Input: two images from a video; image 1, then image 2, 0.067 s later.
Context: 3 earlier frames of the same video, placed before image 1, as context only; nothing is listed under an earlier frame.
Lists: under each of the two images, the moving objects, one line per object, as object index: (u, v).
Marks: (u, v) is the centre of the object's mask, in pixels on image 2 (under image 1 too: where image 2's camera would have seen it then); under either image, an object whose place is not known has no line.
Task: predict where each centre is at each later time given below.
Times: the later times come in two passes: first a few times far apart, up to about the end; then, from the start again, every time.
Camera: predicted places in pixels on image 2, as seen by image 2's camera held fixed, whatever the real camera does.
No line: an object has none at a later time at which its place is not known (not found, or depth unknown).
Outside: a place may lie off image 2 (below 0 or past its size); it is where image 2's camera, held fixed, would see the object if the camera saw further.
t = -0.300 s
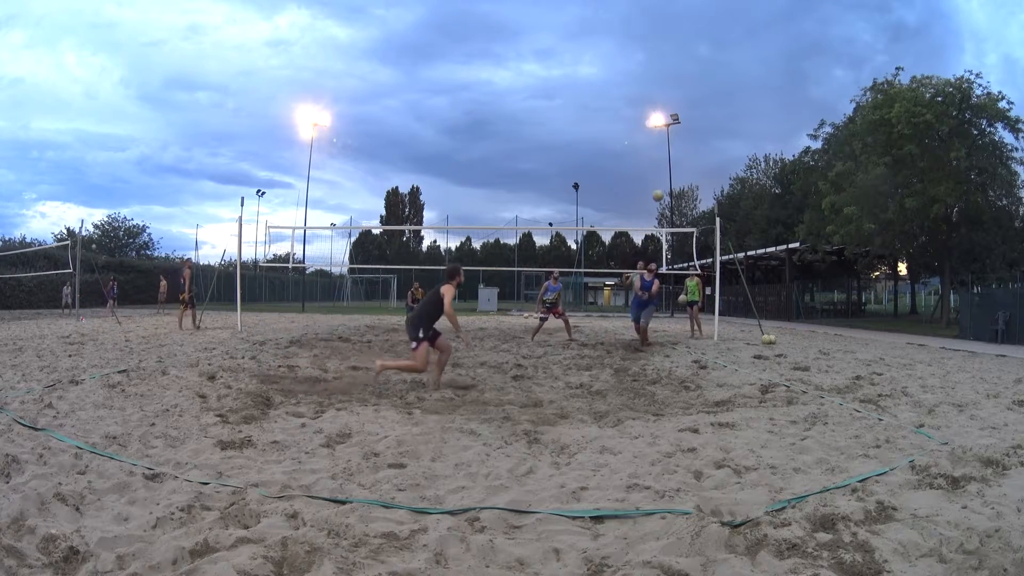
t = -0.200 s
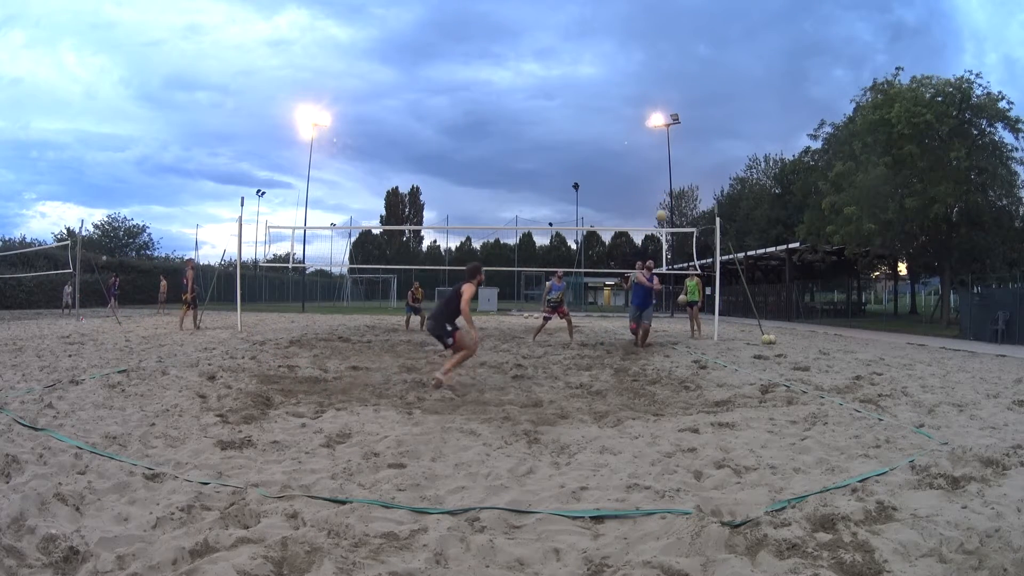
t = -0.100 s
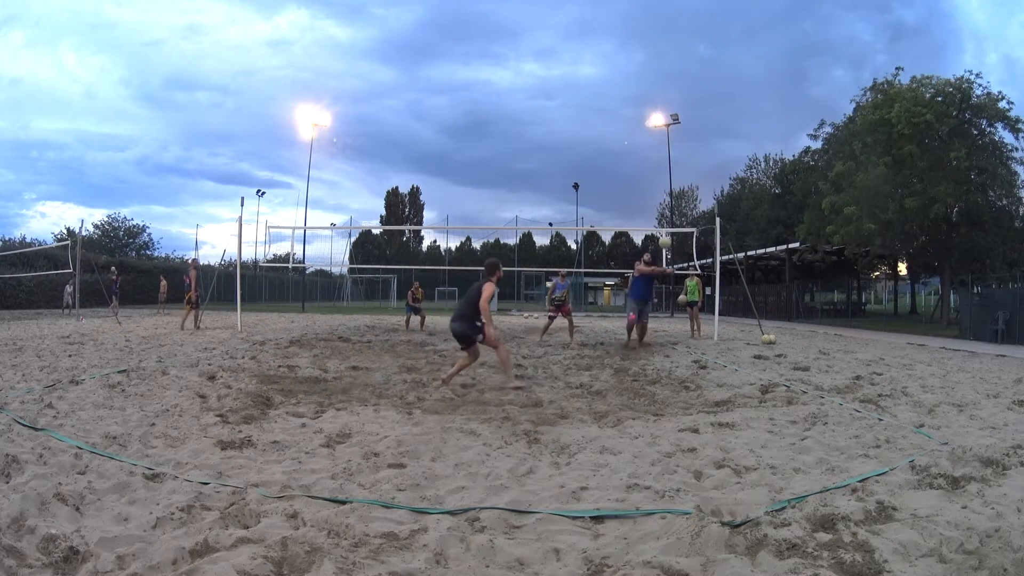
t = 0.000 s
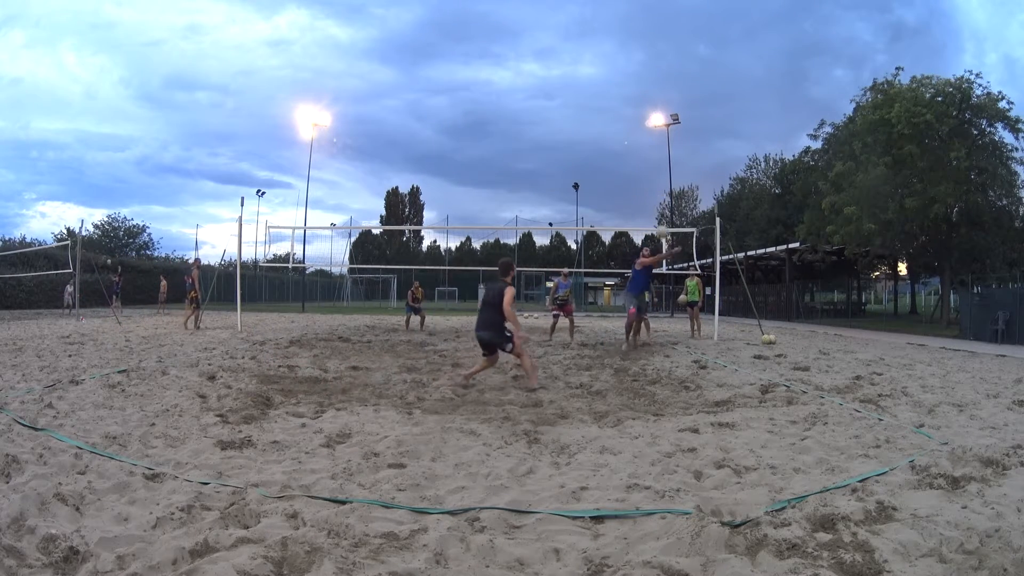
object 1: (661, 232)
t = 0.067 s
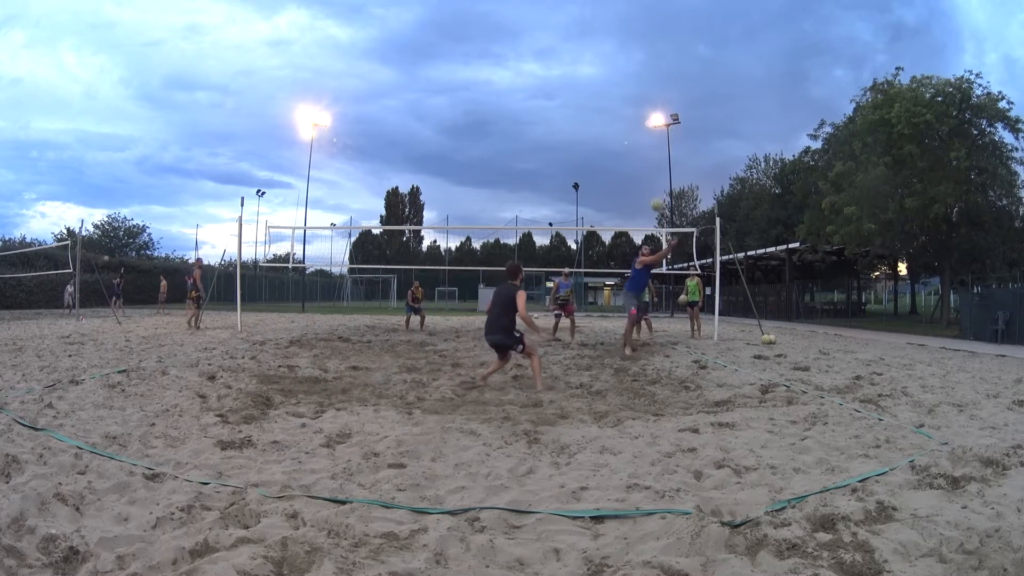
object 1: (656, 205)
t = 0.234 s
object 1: (642, 147)
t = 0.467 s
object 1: (621, 91)
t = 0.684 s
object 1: (599, 63)
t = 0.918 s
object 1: (574, 63)
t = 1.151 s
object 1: (546, 101)
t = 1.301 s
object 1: (526, 155)
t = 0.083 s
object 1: (656, 199)
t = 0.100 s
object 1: (654, 192)
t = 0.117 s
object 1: (653, 186)
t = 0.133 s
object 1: (651, 180)
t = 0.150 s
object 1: (650, 174)
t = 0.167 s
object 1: (648, 168)
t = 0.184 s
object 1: (647, 163)
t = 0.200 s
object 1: (646, 158)
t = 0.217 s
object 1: (644, 152)
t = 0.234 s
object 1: (642, 147)
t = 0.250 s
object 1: (641, 142)
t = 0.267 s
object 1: (639, 137)
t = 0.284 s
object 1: (638, 133)
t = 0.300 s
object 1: (637, 128)
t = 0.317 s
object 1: (635, 124)
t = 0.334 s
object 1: (633, 120)
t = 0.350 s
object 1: (632, 116)
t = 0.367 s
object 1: (630, 112)
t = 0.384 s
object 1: (629, 108)
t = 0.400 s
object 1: (627, 104)
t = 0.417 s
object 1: (625, 100)
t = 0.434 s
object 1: (624, 97)
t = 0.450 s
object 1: (622, 94)
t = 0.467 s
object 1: (621, 91)
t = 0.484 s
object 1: (619, 88)
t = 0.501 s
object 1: (617, 84)
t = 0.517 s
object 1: (616, 82)
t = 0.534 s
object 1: (614, 80)
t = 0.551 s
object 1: (612, 77)
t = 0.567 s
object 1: (611, 74)
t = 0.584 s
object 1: (609, 72)
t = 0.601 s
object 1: (607, 70)
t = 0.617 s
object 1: (605, 69)
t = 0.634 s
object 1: (604, 67)
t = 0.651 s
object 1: (602, 66)
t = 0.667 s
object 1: (601, 64)
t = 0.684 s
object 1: (599, 63)
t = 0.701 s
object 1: (597, 62)
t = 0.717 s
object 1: (595, 61)
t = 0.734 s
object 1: (594, 60)
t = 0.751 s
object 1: (592, 60)
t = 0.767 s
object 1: (590, 59)
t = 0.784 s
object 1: (588, 59)
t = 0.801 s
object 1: (587, 59)
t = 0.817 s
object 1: (585, 59)
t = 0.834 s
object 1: (583, 59)
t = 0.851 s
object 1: (581, 59)
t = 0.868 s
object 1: (579, 60)
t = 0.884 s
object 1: (578, 61)
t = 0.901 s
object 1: (576, 62)
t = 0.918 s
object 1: (574, 63)
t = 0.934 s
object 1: (572, 64)
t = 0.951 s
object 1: (570, 65)
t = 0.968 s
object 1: (568, 67)
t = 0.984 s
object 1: (566, 69)
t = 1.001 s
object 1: (564, 71)
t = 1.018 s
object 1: (563, 73)
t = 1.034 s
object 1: (560, 76)
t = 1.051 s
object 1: (558, 79)
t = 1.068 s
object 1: (556, 82)
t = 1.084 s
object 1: (554, 85)
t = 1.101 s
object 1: (552, 89)
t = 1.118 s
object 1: (550, 93)
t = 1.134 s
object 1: (548, 97)
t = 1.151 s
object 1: (546, 101)
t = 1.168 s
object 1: (544, 106)
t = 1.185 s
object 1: (541, 111)
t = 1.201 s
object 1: (539, 116)
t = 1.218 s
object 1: (537, 121)
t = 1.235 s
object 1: (535, 128)
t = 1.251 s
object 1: (533, 134)
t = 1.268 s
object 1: (530, 141)
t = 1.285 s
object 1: (528, 147)
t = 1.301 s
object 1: (526, 155)
